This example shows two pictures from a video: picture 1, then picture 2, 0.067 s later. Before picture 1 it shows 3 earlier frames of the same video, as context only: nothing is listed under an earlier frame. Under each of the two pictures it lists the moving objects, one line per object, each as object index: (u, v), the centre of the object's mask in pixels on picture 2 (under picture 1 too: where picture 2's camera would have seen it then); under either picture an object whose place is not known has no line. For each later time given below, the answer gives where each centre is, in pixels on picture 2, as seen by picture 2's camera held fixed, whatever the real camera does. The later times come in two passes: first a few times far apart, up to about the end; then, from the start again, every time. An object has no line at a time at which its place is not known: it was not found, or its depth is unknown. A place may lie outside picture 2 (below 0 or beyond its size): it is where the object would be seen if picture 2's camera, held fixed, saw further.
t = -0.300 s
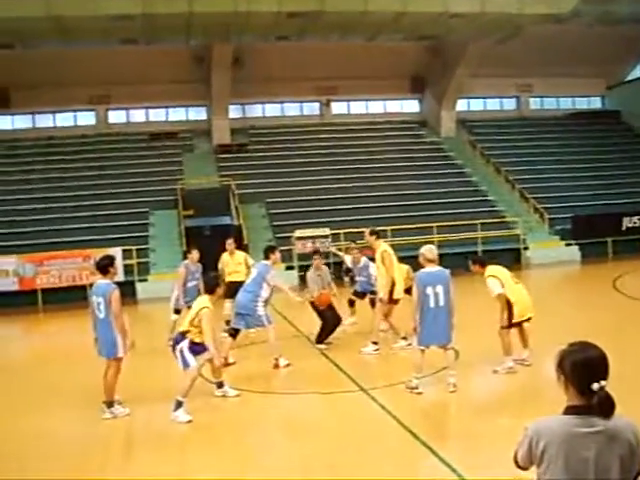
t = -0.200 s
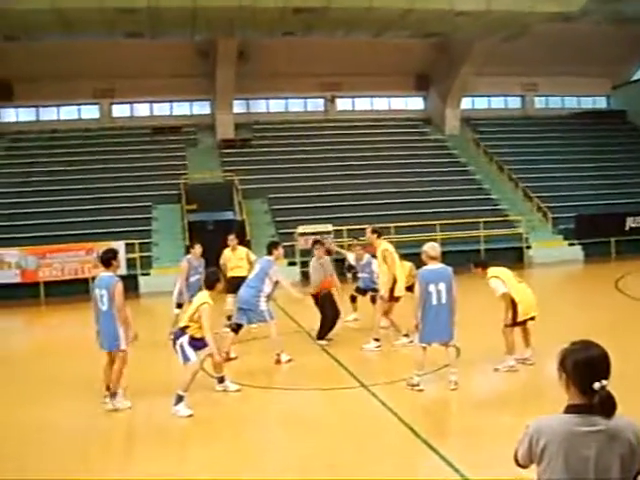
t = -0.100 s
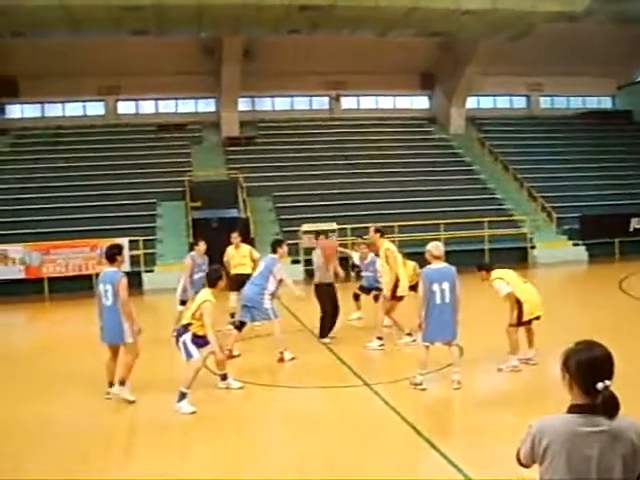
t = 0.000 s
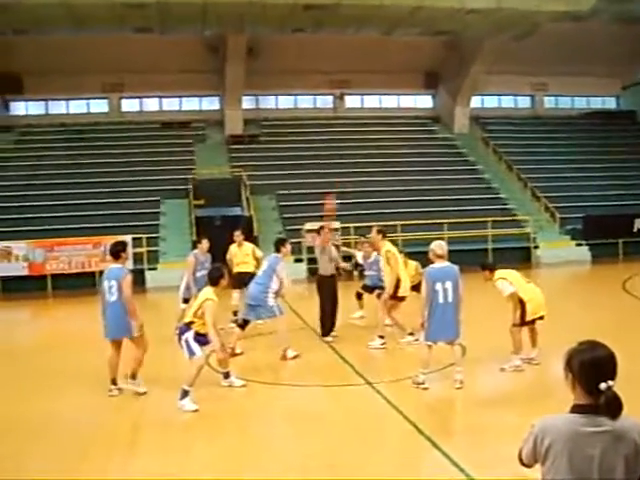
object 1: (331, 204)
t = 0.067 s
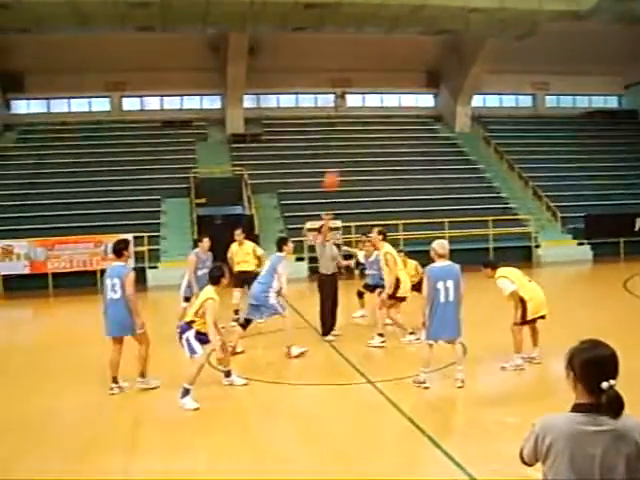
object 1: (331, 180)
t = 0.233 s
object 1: (330, 132)
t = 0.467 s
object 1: (329, 99)
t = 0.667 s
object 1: (327, 97)
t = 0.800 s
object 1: (328, 115)
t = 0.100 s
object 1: (332, 168)
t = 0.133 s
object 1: (331, 159)
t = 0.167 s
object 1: (330, 149)
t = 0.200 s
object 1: (330, 139)
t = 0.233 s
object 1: (330, 132)
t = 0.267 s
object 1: (329, 123)
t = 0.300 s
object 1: (329, 118)
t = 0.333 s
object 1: (329, 114)
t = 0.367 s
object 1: (329, 107)
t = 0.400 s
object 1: (329, 105)
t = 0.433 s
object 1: (329, 102)
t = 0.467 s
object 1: (329, 99)
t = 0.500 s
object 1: (328, 97)
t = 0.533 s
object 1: (327, 95)
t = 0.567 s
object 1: (328, 95)
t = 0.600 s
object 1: (328, 95)
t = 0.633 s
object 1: (327, 96)
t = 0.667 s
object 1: (327, 97)
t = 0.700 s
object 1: (327, 101)
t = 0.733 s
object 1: (327, 106)
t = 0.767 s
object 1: (327, 107)
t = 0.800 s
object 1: (328, 115)
